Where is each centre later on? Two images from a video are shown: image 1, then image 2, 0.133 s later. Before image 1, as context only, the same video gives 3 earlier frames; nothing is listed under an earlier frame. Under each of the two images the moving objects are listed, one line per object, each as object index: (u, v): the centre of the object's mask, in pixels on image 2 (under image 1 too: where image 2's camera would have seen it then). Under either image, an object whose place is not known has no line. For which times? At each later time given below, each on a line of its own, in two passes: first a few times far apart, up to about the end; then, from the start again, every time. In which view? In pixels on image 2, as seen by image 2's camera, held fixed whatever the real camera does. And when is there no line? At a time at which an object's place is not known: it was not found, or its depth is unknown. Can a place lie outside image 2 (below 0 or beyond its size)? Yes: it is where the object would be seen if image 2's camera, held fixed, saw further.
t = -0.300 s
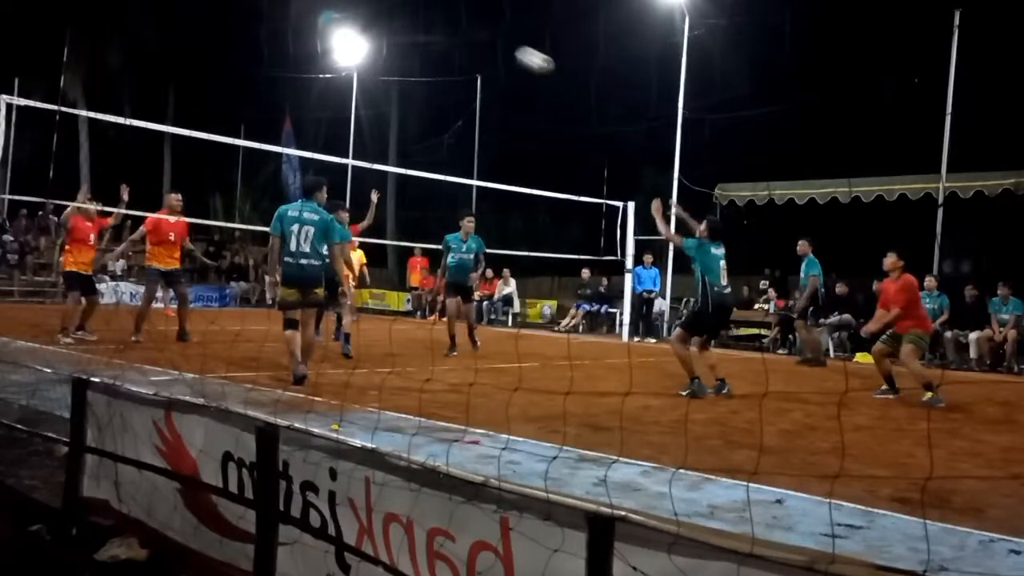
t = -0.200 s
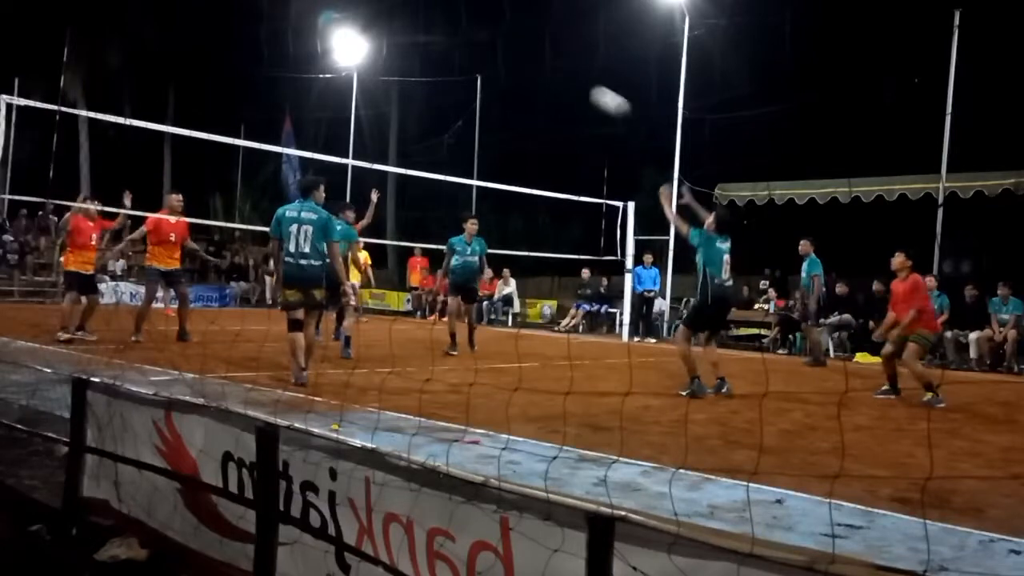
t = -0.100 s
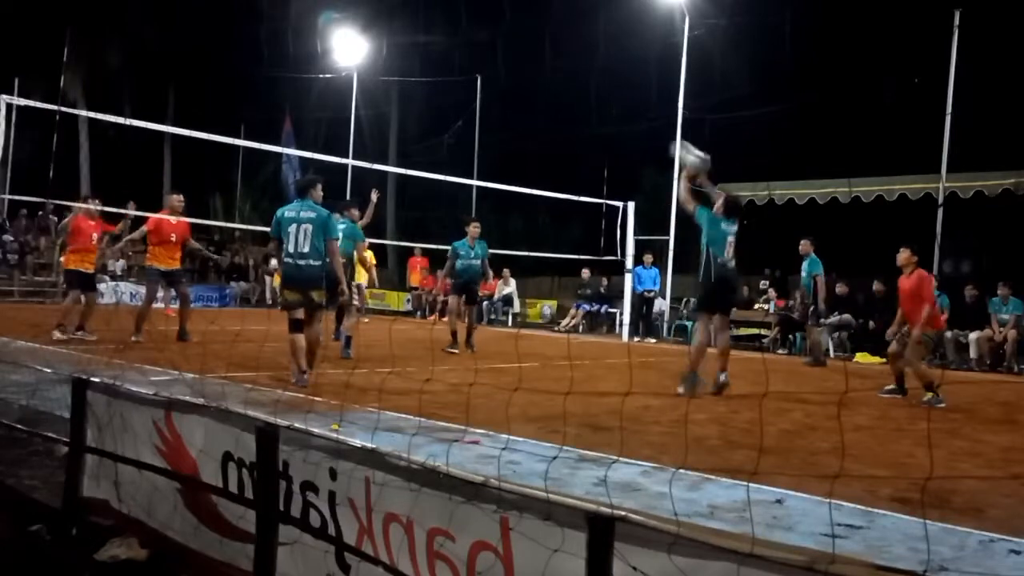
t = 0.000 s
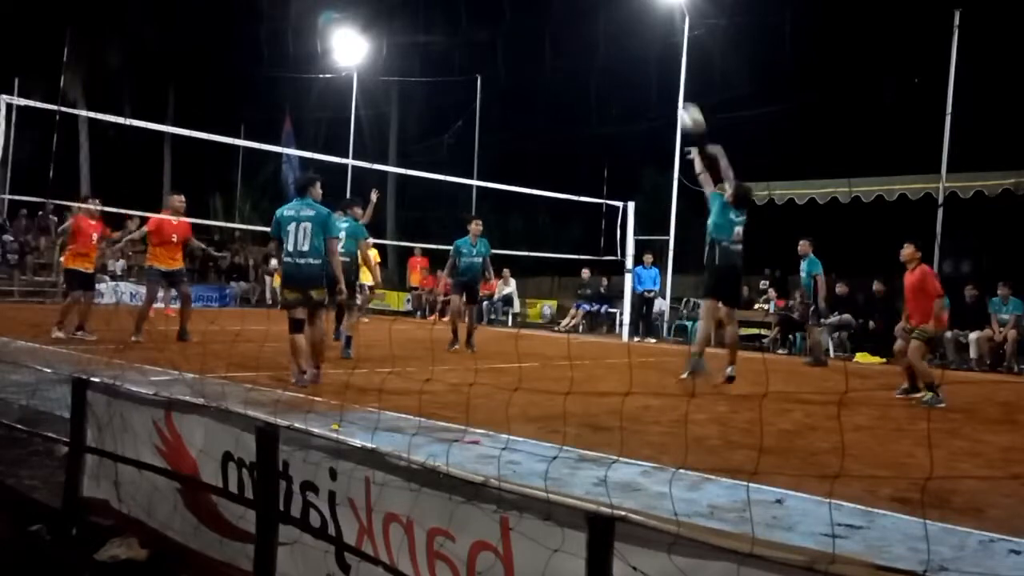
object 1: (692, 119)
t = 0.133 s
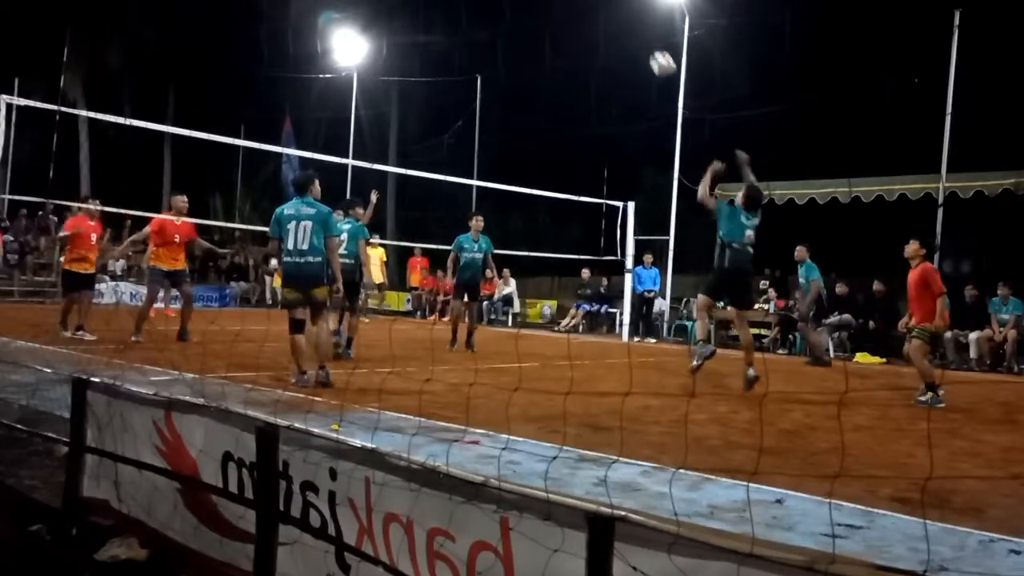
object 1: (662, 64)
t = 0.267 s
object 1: (636, 33)
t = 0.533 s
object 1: (589, 26)
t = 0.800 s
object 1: (548, 80)
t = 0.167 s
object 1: (655, 54)
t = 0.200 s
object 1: (649, 46)
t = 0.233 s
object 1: (642, 38)
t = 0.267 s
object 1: (636, 33)
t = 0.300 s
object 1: (630, 28)
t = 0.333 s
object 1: (623, 25)
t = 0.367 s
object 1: (617, 23)
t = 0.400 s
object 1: (612, 21)
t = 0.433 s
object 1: (606, 21)
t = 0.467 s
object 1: (600, 22)
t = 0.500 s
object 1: (594, 24)
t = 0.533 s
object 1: (589, 26)
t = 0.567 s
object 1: (583, 30)
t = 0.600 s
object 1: (578, 35)
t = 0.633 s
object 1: (573, 40)
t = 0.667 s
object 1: (567, 46)
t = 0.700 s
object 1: (562, 54)
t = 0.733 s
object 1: (558, 61)
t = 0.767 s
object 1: (553, 70)
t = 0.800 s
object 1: (548, 80)
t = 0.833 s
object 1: (543, 90)
